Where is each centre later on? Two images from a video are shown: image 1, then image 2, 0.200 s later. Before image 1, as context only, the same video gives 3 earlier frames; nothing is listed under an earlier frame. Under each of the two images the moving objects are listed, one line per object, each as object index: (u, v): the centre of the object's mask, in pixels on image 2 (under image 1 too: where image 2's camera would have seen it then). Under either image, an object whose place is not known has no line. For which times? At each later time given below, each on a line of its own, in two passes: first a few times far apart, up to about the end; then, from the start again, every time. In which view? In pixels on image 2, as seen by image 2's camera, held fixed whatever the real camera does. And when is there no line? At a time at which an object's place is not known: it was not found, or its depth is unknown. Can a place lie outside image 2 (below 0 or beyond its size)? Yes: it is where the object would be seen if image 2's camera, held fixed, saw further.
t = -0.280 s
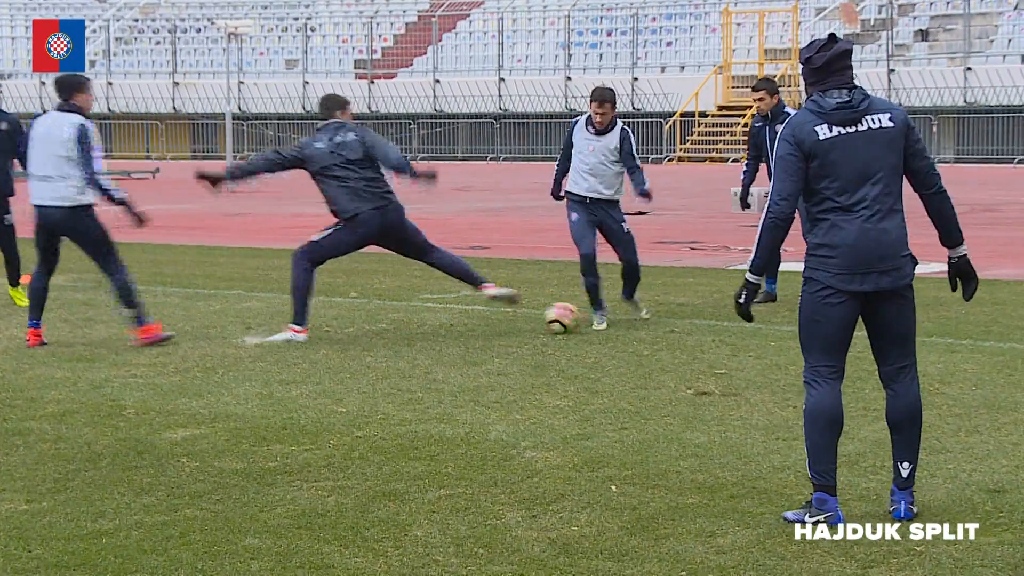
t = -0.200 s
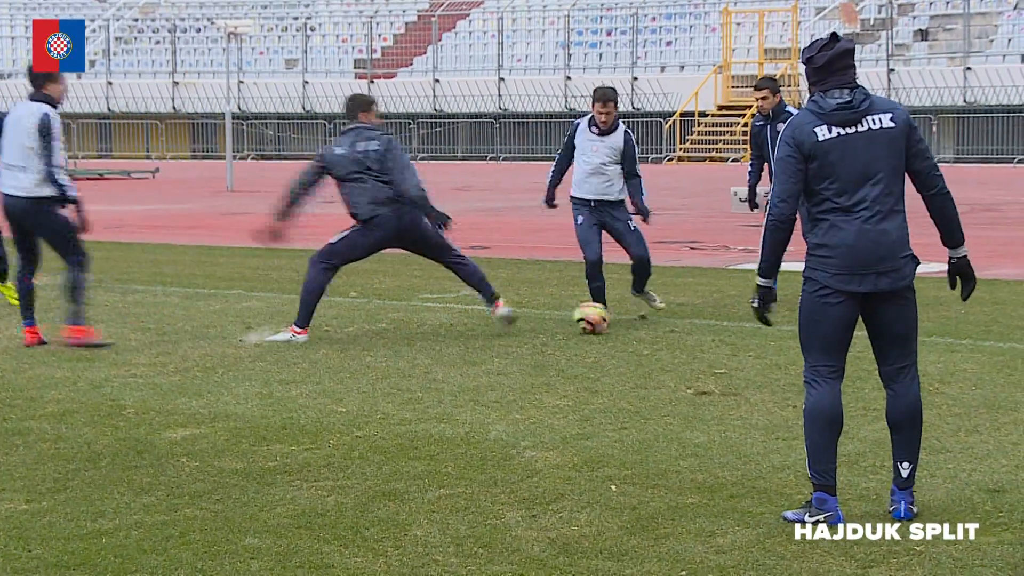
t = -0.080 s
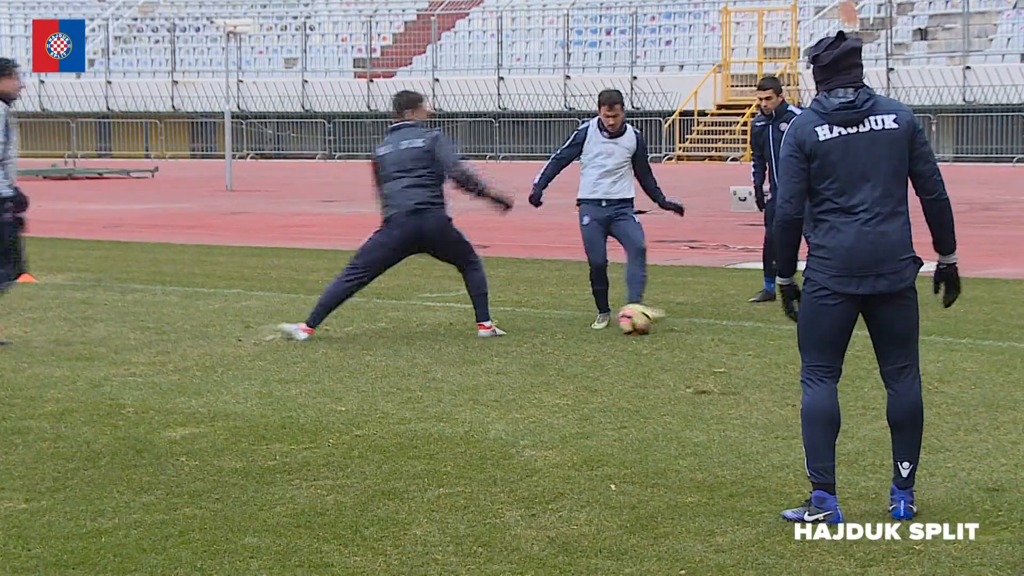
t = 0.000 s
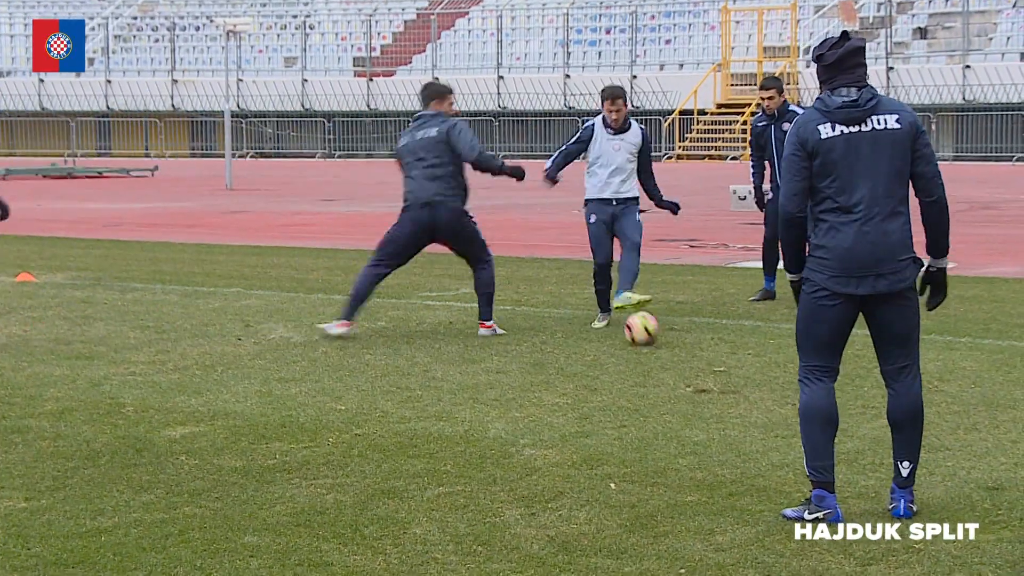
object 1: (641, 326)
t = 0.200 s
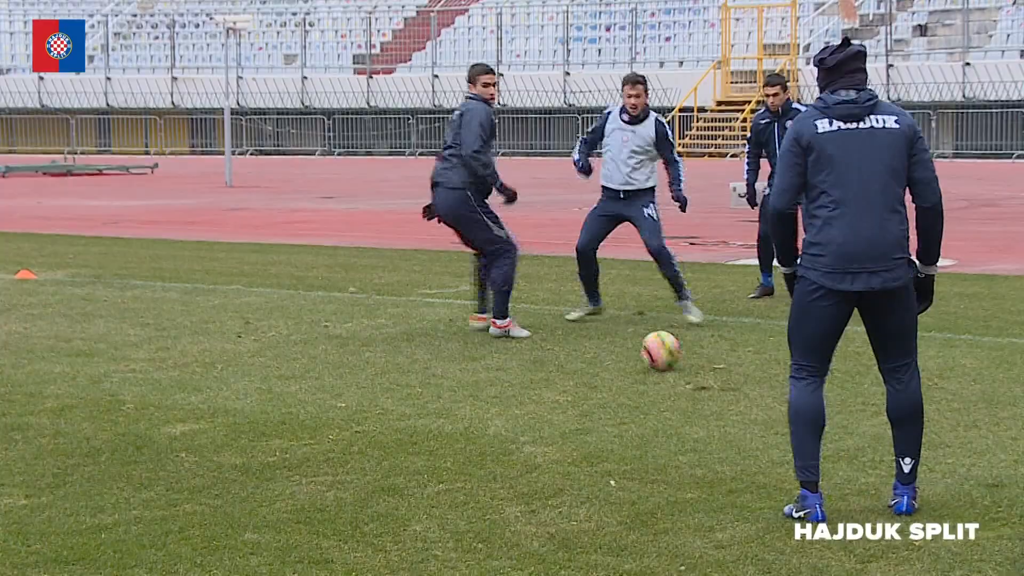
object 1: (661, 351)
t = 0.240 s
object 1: (665, 355)
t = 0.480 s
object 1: (690, 388)
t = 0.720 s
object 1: (714, 417)
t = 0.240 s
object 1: (665, 355)
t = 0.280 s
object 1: (669, 364)
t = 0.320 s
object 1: (673, 366)
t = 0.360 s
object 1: (676, 368)
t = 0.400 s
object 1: (681, 373)
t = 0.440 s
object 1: (685, 381)
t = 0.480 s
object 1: (690, 388)
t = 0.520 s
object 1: (693, 390)
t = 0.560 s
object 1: (697, 394)
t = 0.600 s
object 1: (702, 402)
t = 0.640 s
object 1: (706, 410)
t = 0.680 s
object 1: (710, 413)
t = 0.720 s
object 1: (714, 417)
